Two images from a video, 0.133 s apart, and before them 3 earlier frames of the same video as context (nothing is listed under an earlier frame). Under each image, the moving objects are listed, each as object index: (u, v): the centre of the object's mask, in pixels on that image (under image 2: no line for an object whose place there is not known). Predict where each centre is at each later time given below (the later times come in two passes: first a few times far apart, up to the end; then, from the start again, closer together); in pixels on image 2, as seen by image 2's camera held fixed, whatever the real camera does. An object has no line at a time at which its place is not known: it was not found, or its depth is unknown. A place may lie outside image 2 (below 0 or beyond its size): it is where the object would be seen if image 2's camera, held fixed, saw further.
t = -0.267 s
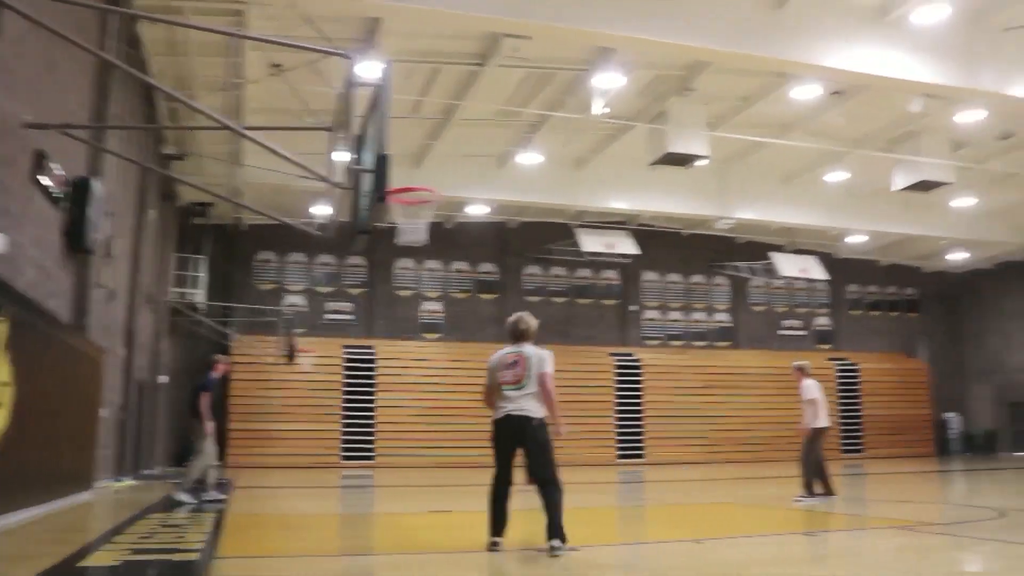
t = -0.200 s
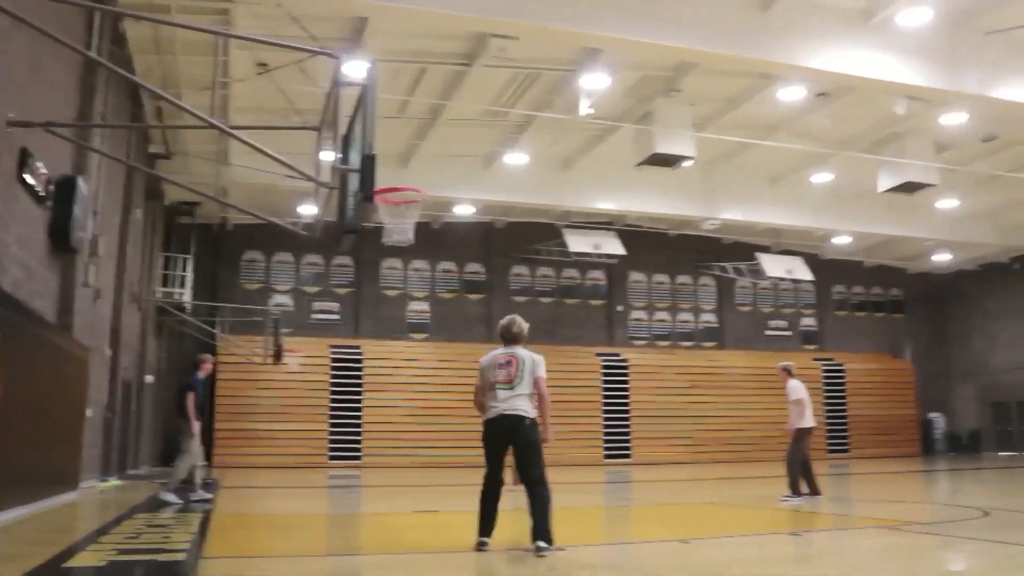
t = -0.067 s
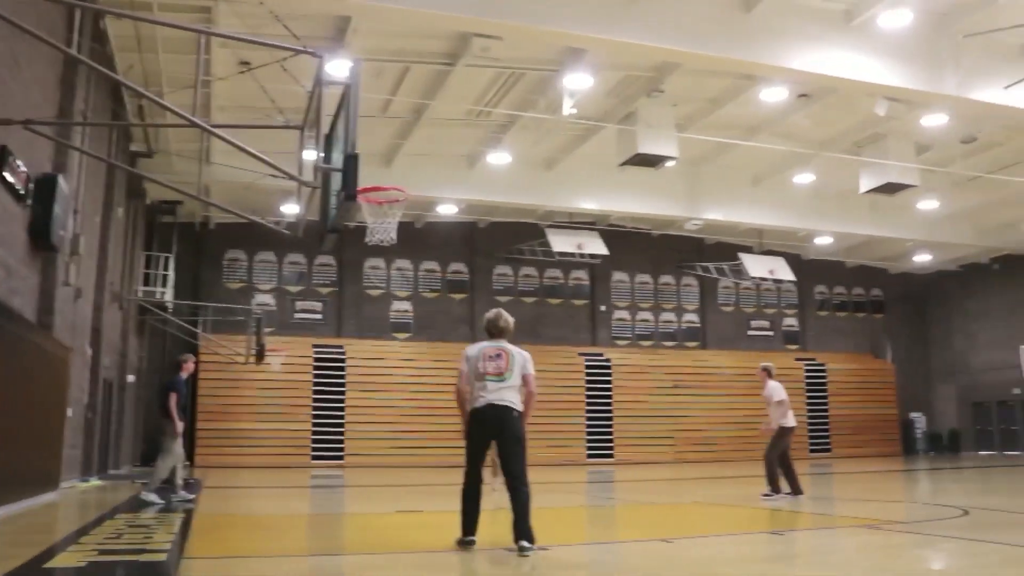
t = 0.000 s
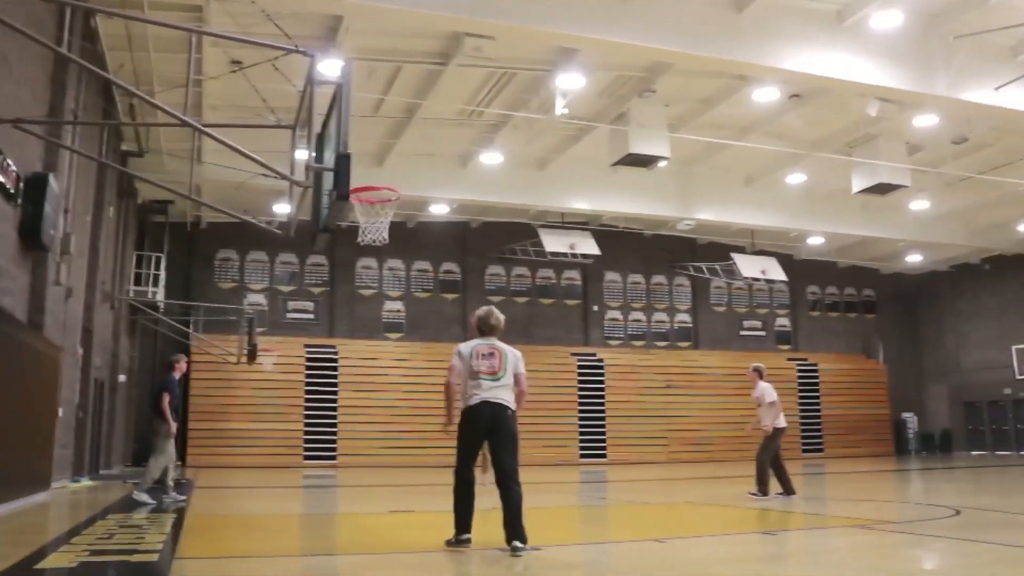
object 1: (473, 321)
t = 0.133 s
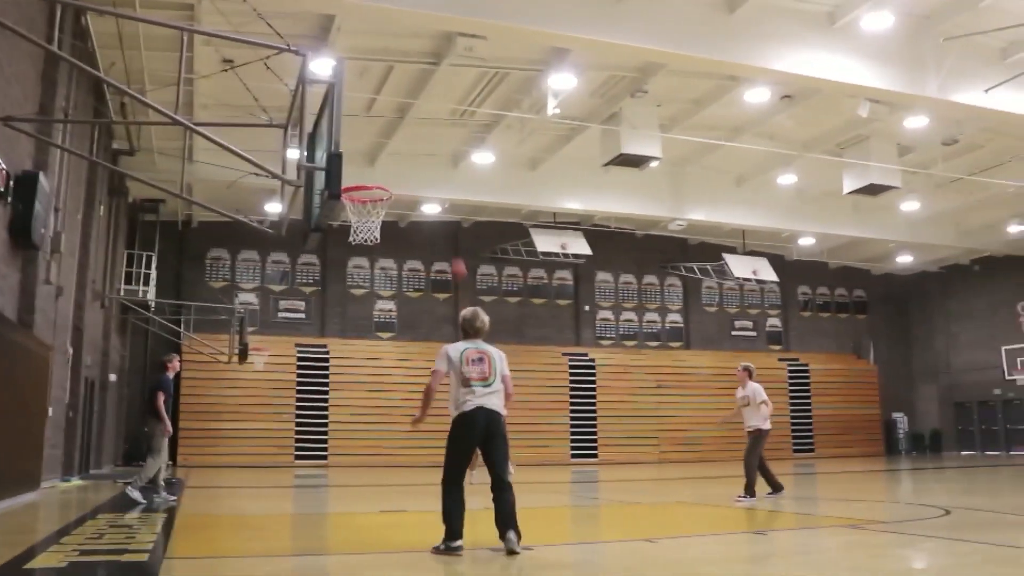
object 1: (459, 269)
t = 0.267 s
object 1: (449, 224)
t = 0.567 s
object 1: (426, 152)
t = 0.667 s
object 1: (415, 139)
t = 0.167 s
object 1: (455, 256)
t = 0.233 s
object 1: (451, 233)
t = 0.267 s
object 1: (449, 224)
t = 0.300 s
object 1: (447, 213)
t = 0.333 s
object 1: (444, 205)
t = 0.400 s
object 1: (438, 185)
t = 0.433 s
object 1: (435, 177)
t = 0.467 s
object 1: (433, 170)
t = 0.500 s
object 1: (431, 163)
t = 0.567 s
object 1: (426, 152)
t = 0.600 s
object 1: (423, 147)
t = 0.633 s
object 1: (419, 143)
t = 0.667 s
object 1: (415, 139)
